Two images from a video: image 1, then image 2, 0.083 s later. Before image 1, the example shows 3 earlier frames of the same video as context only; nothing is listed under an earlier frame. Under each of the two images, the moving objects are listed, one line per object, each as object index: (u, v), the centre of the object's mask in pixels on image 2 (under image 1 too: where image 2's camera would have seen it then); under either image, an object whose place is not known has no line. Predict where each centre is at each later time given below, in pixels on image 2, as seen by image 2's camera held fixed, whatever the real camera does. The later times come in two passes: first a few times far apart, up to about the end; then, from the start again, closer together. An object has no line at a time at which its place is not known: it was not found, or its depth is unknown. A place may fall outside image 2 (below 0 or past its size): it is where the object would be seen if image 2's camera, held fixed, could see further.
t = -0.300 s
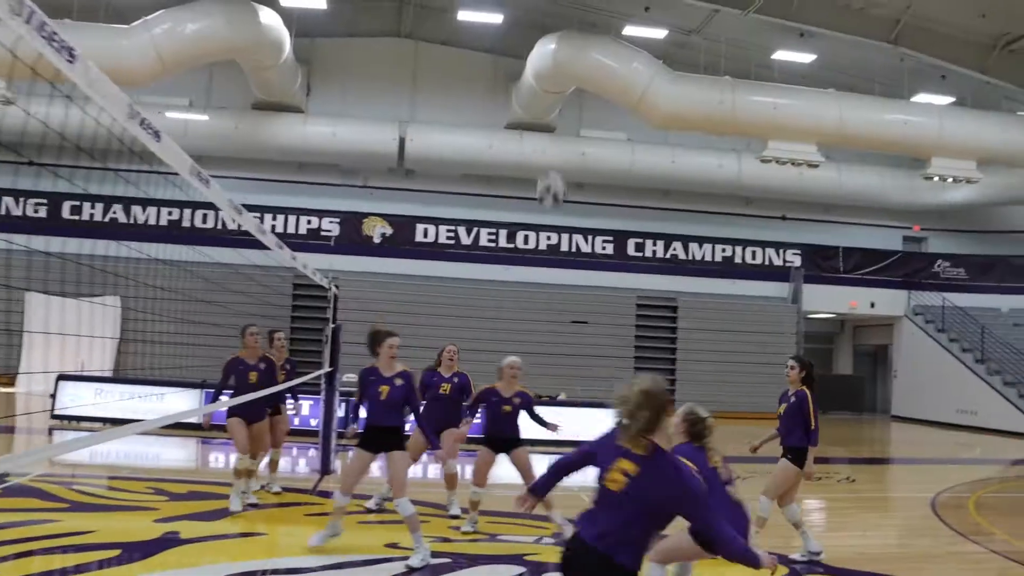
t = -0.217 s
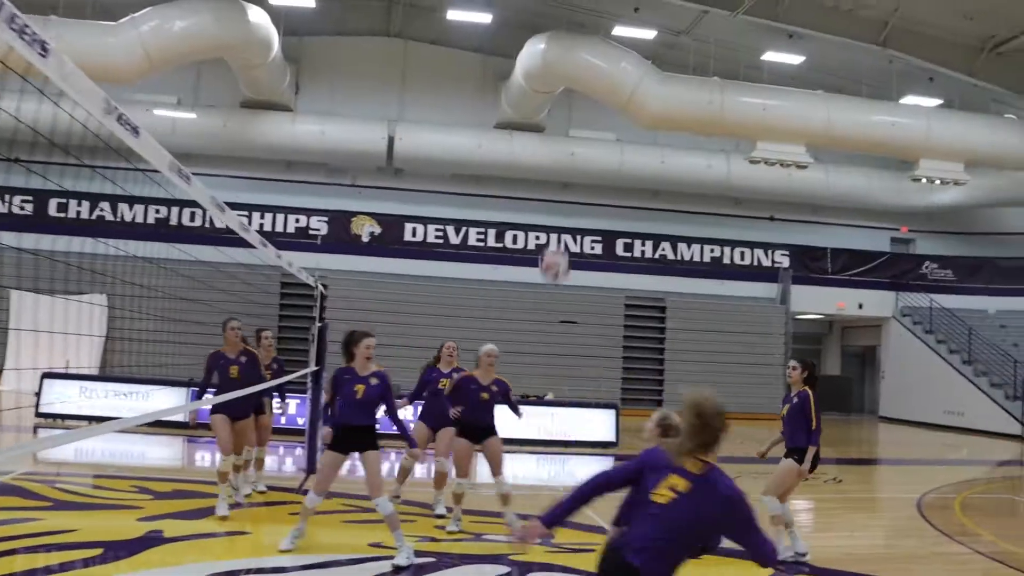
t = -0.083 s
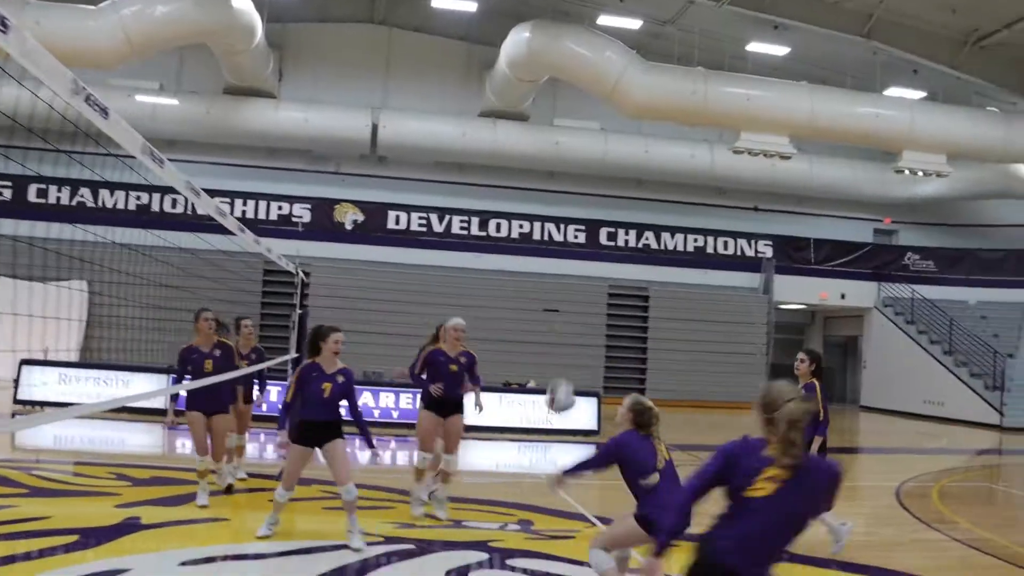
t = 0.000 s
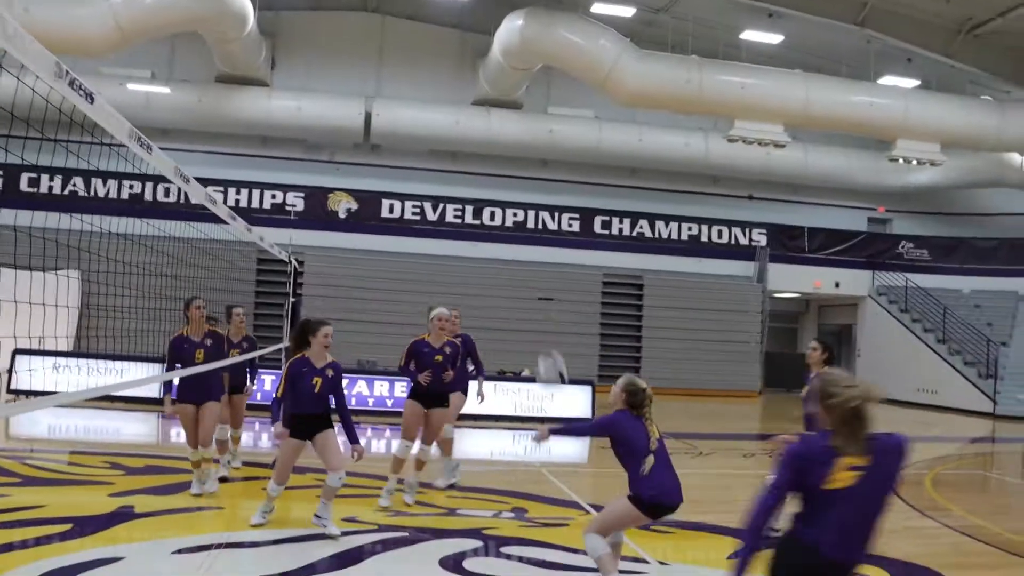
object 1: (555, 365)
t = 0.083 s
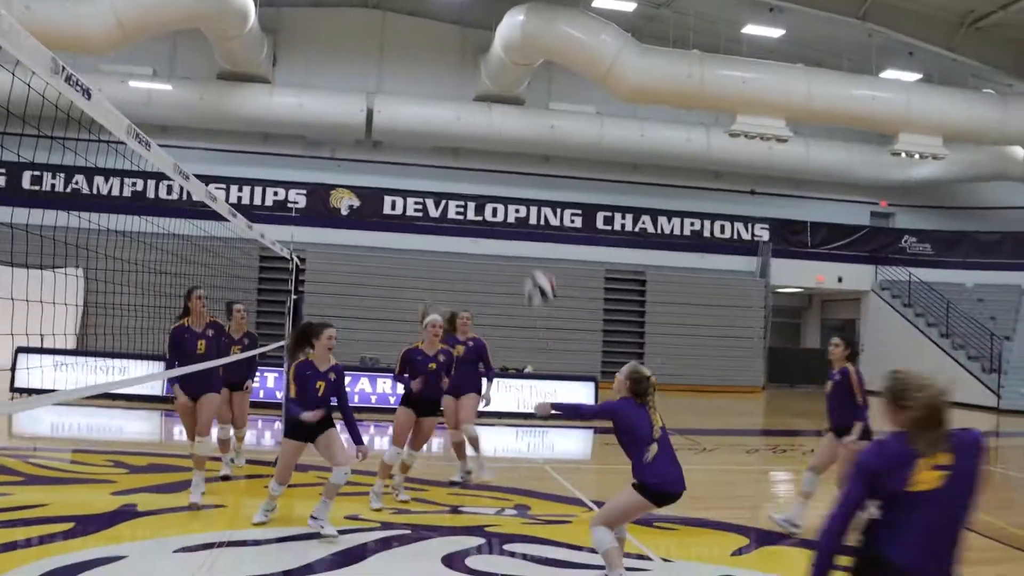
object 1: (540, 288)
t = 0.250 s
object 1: (516, 171)
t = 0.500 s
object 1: (481, 83)
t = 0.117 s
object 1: (533, 262)
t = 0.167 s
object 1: (527, 225)
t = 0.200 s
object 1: (523, 203)
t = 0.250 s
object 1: (516, 171)
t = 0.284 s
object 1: (511, 156)
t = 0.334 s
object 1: (503, 133)
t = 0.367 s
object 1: (499, 119)
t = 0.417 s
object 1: (491, 102)
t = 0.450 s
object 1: (487, 94)
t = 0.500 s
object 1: (481, 83)
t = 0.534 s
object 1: (477, 79)
